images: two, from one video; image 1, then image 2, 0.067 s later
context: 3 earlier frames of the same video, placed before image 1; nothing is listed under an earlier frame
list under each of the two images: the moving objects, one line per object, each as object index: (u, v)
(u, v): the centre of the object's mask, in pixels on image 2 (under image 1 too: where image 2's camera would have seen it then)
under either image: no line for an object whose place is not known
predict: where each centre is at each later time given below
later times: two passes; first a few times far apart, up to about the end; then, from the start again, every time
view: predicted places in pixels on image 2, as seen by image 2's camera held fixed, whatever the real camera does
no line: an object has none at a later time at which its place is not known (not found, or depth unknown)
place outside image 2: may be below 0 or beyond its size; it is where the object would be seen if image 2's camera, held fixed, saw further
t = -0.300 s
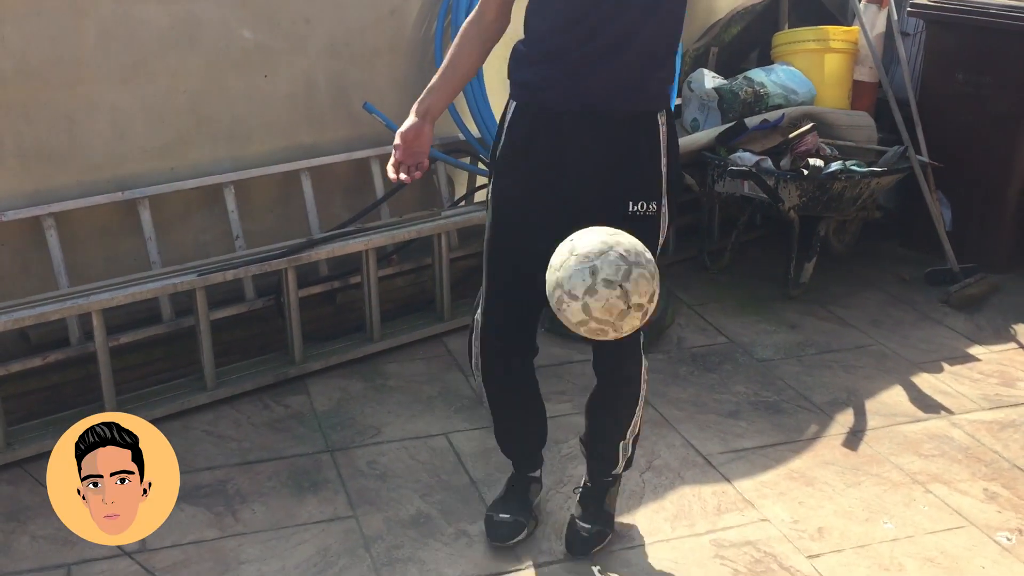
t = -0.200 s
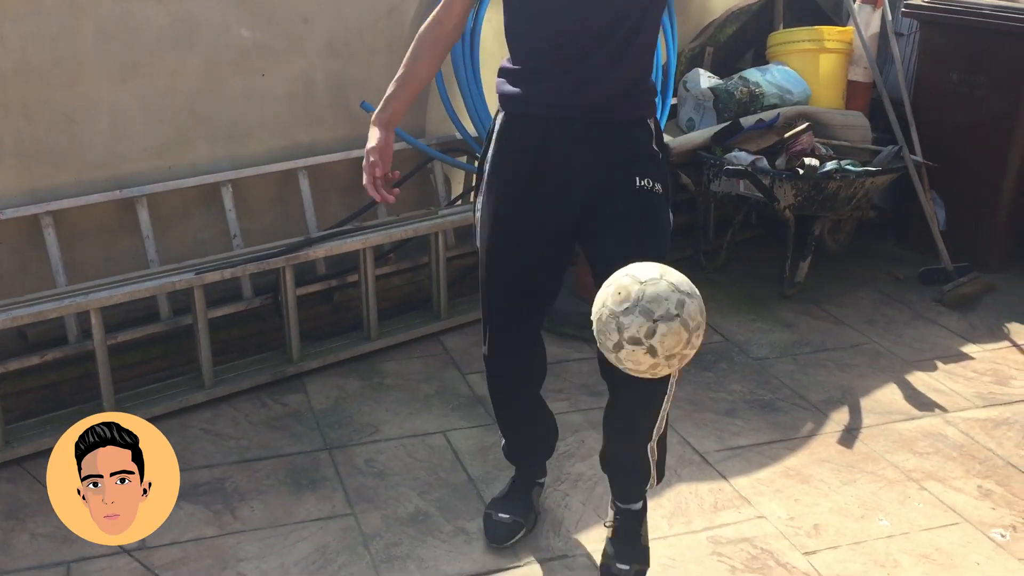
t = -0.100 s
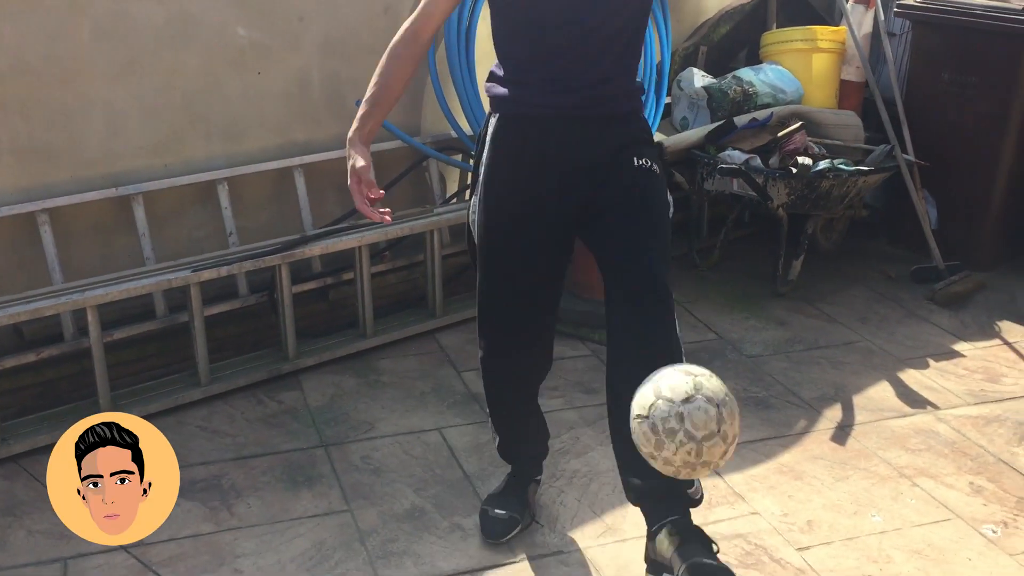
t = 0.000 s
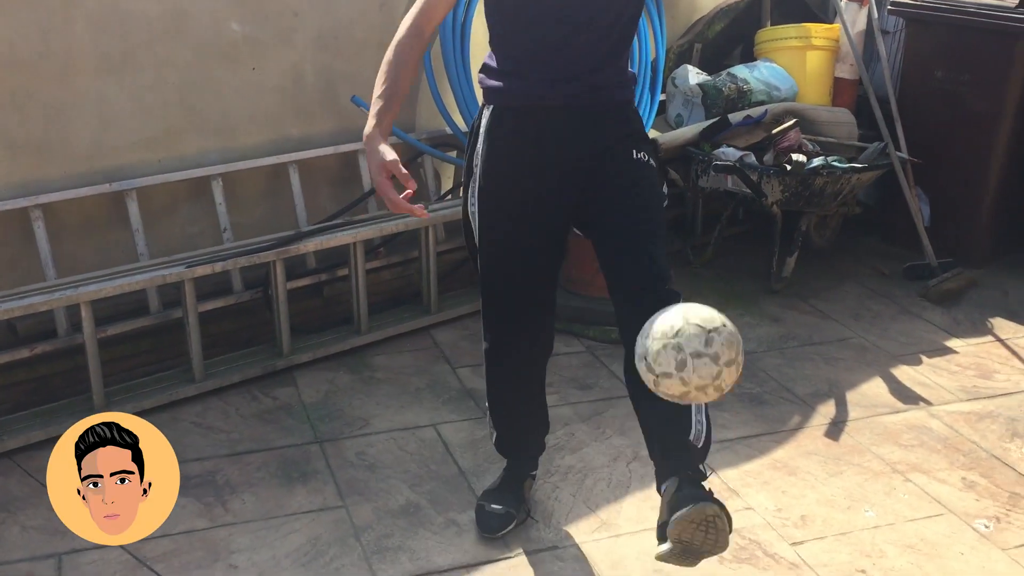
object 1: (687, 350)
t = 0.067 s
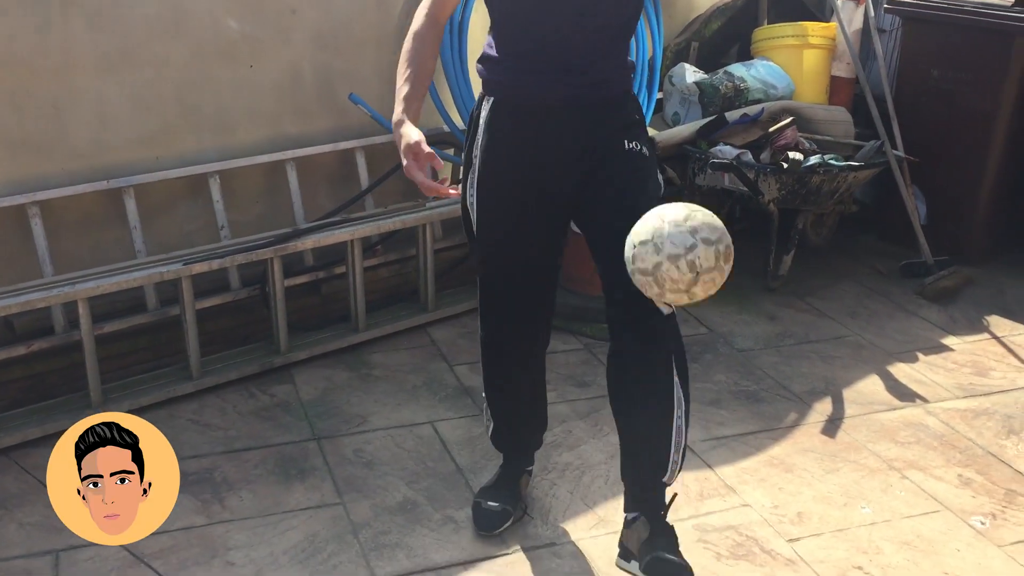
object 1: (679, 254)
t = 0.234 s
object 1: (648, 122)
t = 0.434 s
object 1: (595, 180)
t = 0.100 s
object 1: (674, 215)
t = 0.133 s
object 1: (668, 181)
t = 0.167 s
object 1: (662, 155)
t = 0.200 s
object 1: (655, 135)
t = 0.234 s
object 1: (648, 122)
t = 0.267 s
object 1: (639, 115)
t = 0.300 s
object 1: (630, 116)
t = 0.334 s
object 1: (621, 122)
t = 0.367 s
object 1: (613, 136)
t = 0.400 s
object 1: (604, 154)
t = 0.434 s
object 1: (595, 180)
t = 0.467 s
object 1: (586, 209)
